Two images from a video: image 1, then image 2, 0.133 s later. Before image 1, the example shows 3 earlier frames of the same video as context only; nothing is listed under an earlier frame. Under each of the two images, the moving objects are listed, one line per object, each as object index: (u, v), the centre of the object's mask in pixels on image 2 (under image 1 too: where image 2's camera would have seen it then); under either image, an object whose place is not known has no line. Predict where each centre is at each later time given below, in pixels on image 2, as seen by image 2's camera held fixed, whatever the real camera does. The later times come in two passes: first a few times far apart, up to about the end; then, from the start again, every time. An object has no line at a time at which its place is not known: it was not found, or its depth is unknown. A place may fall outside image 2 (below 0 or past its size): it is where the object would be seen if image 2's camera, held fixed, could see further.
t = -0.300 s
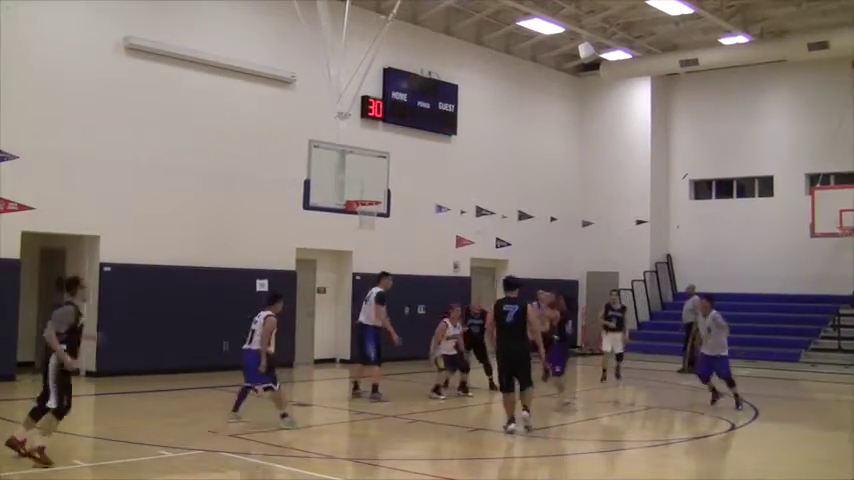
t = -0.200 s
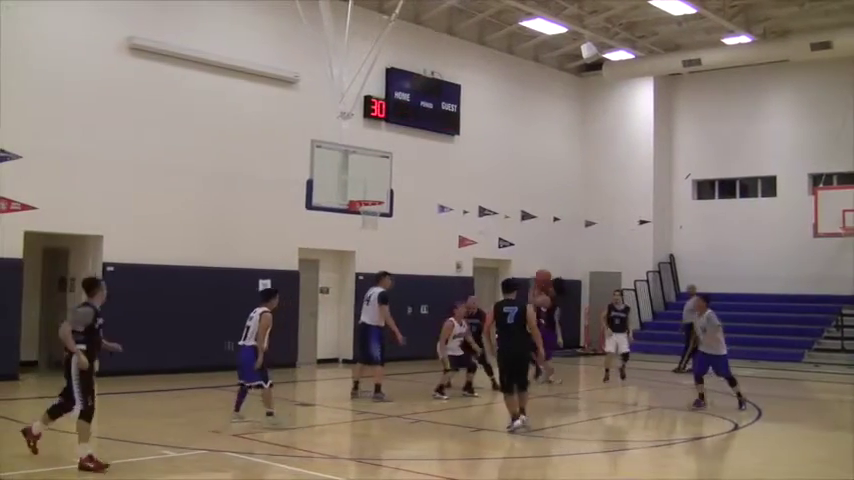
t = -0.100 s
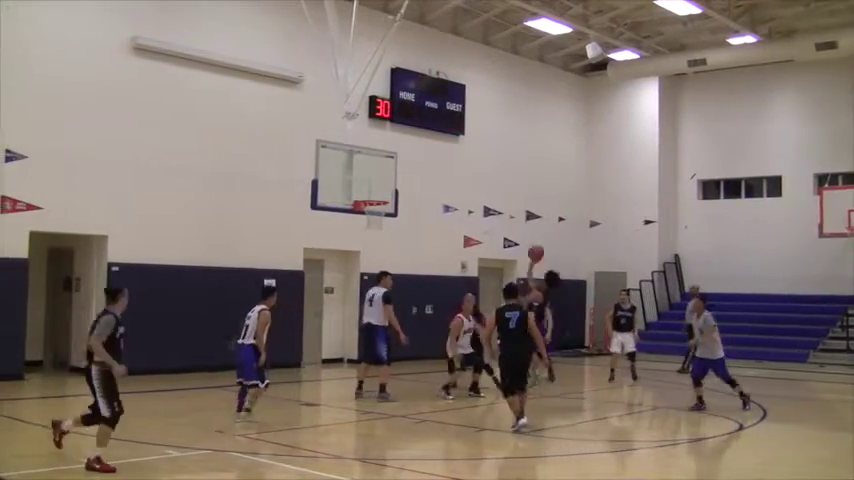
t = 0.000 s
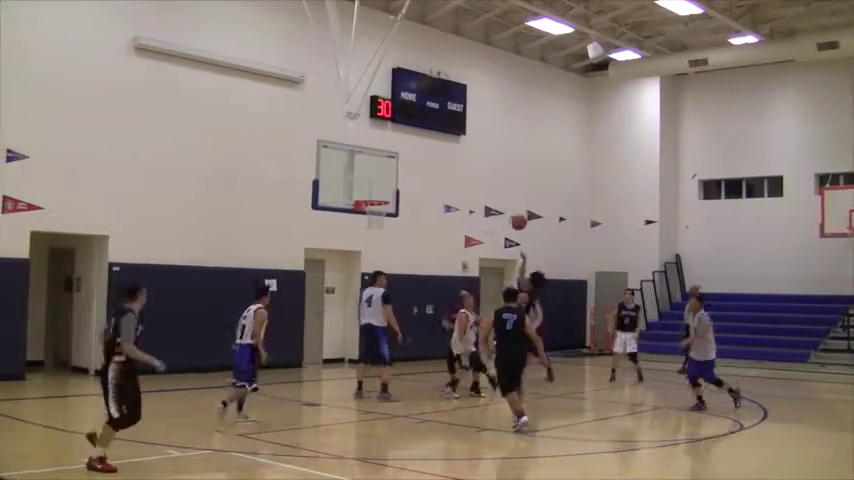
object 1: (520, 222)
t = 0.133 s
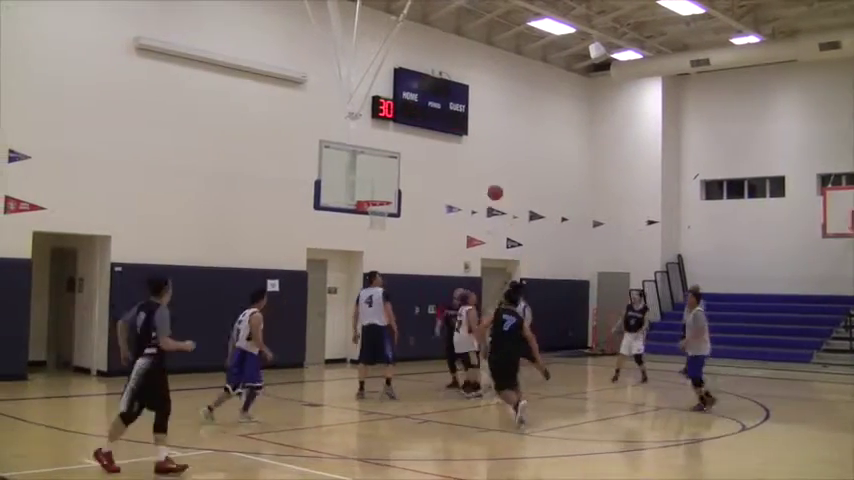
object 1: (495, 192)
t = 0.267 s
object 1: (470, 175)
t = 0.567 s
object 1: (418, 176)
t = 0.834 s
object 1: (389, 186)
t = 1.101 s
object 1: (378, 196)
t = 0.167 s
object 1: (489, 187)
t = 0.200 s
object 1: (483, 182)
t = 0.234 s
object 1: (476, 178)
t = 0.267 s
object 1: (470, 175)
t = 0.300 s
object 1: (464, 172)
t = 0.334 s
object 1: (459, 170)
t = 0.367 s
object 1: (453, 169)
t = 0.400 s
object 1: (447, 168)
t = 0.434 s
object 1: (441, 168)
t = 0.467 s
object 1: (435, 169)
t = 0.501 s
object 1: (429, 170)
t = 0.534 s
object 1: (424, 172)
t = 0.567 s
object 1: (418, 176)
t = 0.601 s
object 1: (412, 179)
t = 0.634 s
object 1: (407, 183)
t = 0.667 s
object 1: (401, 187)
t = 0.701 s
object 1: (395, 192)
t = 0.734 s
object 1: (393, 192)
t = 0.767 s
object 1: (392, 190)
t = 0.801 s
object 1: (391, 187)
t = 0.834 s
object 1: (389, 186)
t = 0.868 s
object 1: (388, 185)
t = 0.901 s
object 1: (387, 185)
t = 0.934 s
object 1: (386, 185)
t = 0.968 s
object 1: (384, 186)
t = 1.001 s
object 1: (383, 187)
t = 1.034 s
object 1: (381, 190)
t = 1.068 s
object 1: (380, 193)
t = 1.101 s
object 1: (378, 196)
